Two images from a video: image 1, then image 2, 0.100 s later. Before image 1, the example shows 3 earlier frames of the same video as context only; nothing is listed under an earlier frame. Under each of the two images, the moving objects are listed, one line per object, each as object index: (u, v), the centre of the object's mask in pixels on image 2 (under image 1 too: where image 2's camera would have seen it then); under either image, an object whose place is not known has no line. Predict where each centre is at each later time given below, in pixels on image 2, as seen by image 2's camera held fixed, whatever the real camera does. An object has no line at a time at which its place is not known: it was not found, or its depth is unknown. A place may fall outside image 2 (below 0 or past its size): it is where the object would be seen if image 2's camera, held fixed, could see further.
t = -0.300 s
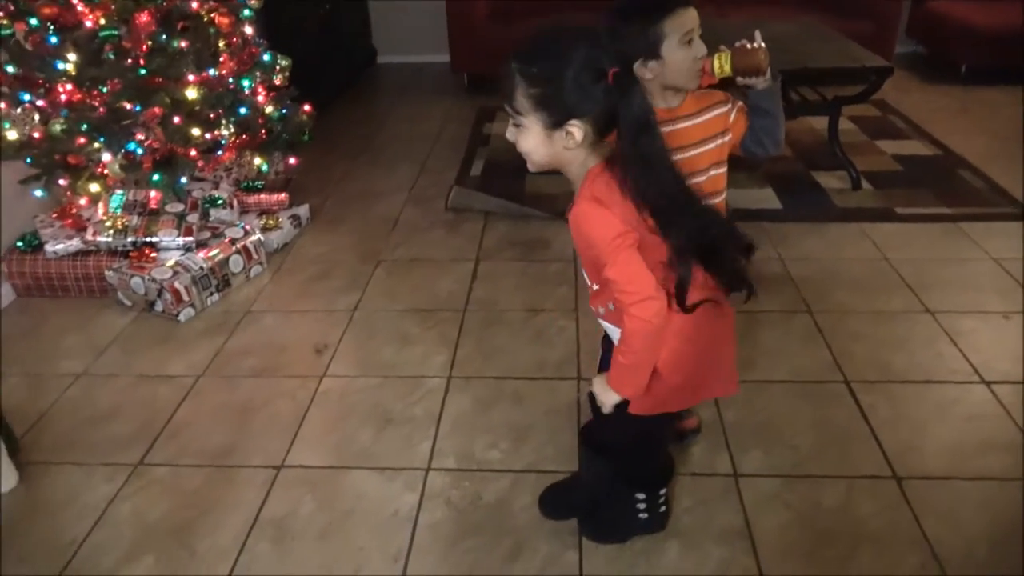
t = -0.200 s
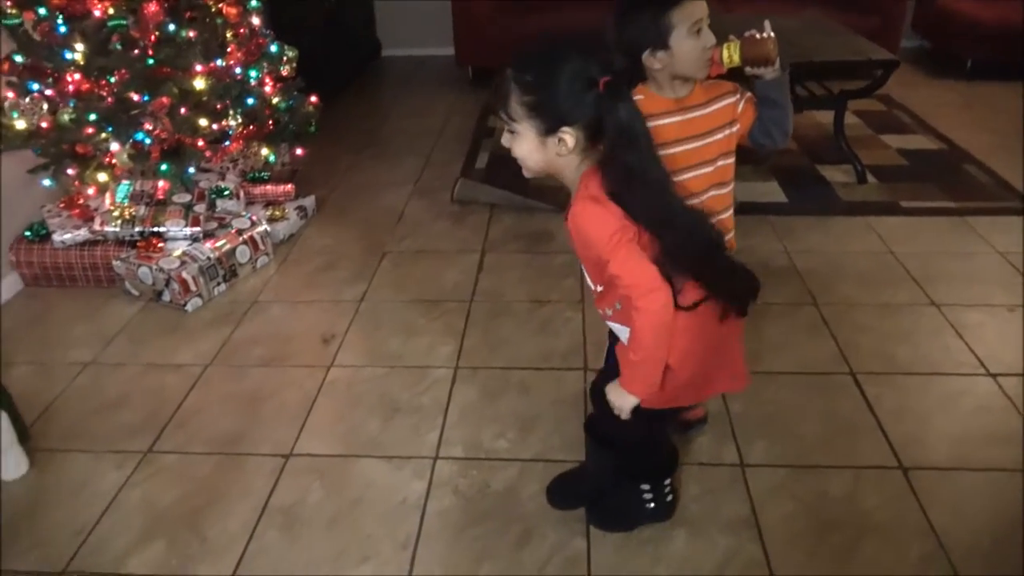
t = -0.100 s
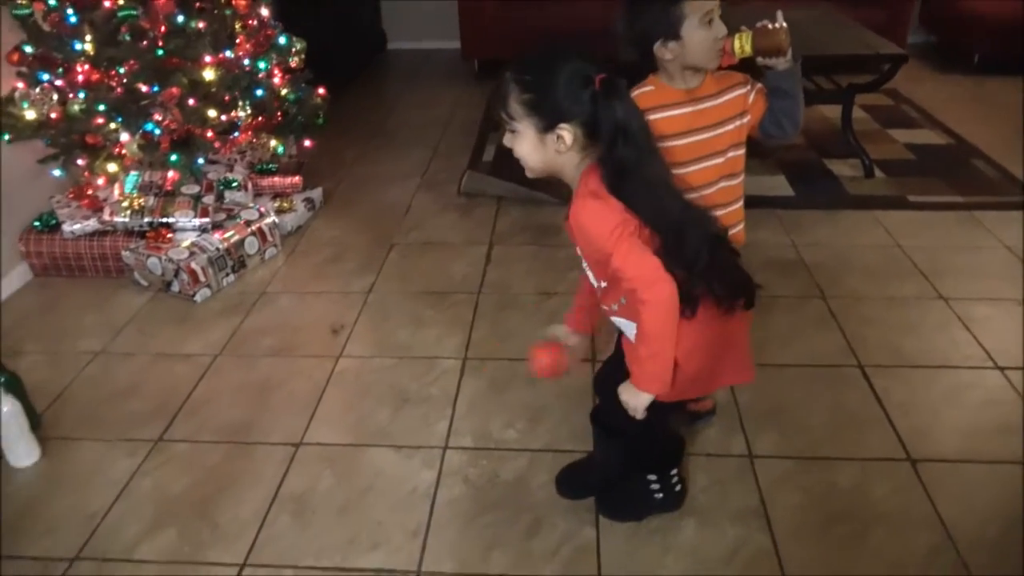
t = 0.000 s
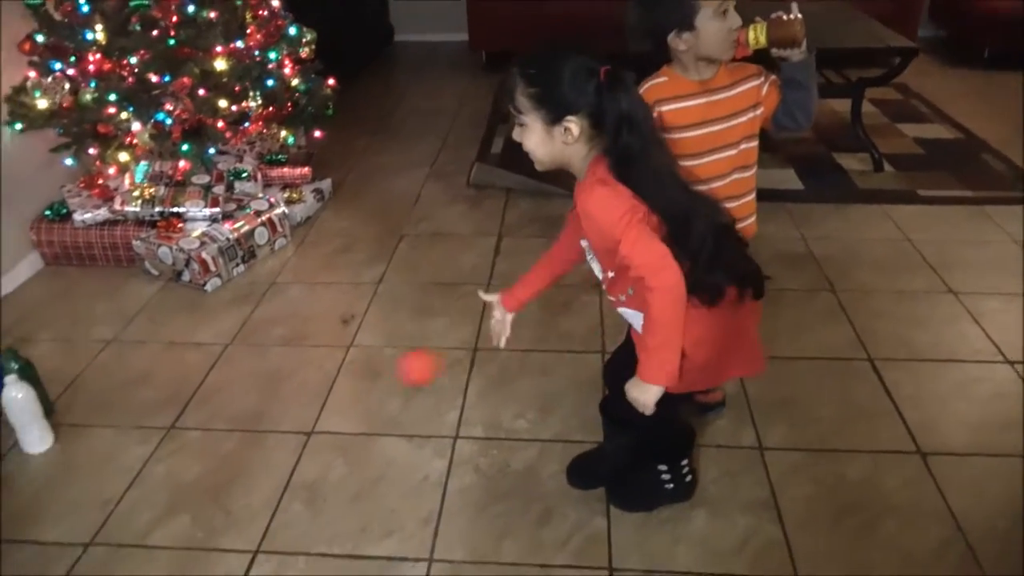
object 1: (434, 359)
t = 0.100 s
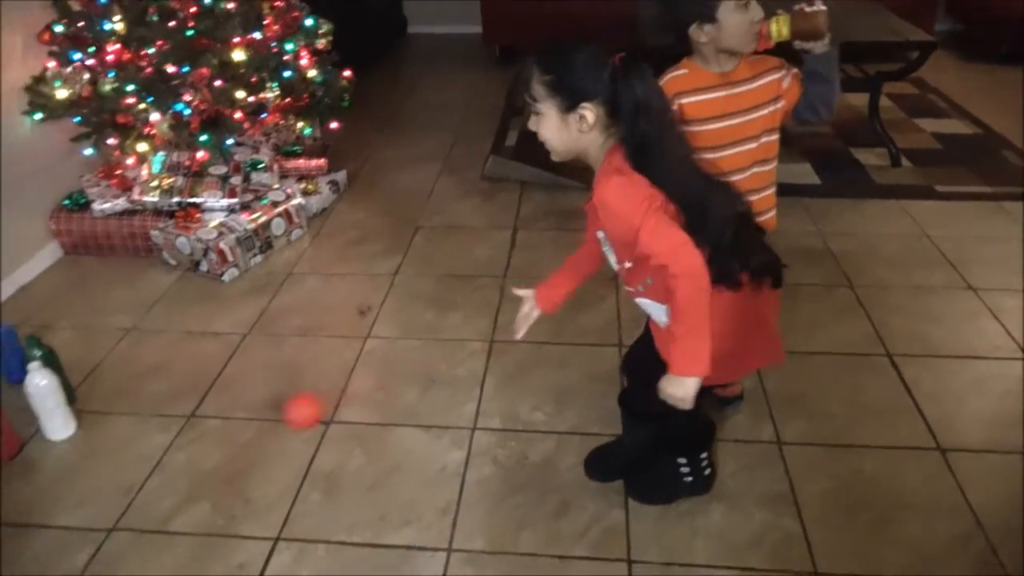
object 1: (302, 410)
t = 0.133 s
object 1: (264, 435)
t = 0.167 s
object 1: (226, 432)
